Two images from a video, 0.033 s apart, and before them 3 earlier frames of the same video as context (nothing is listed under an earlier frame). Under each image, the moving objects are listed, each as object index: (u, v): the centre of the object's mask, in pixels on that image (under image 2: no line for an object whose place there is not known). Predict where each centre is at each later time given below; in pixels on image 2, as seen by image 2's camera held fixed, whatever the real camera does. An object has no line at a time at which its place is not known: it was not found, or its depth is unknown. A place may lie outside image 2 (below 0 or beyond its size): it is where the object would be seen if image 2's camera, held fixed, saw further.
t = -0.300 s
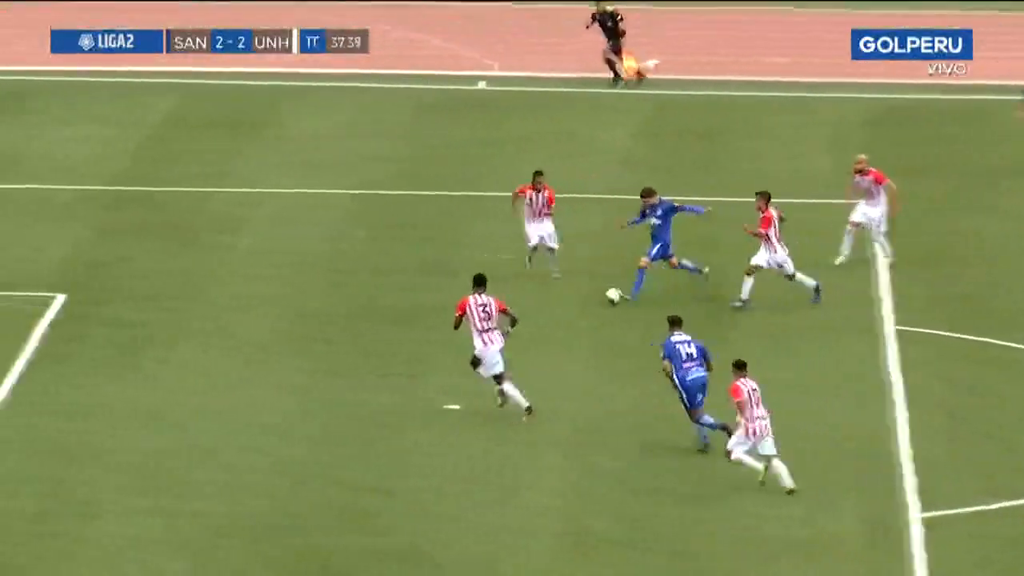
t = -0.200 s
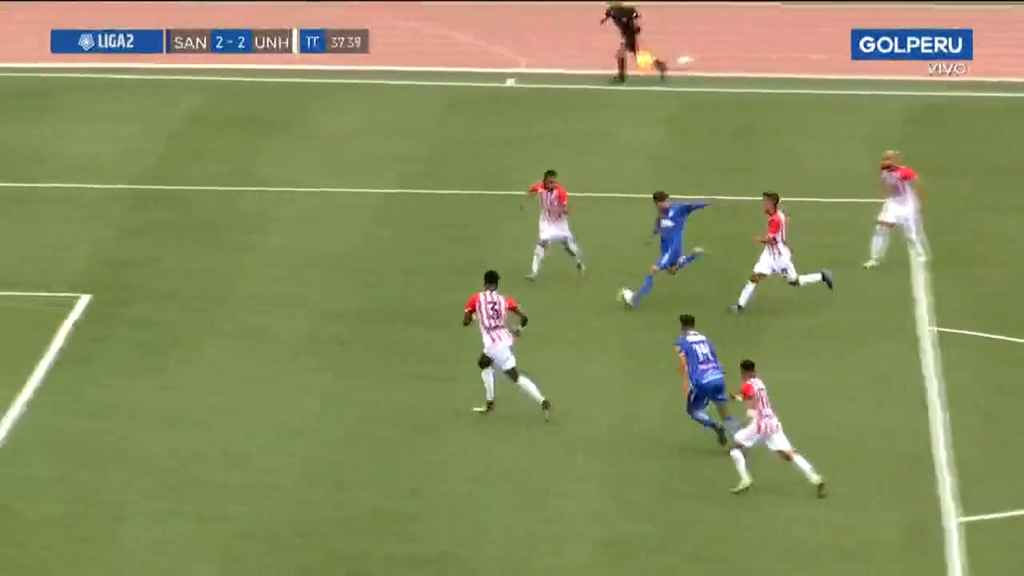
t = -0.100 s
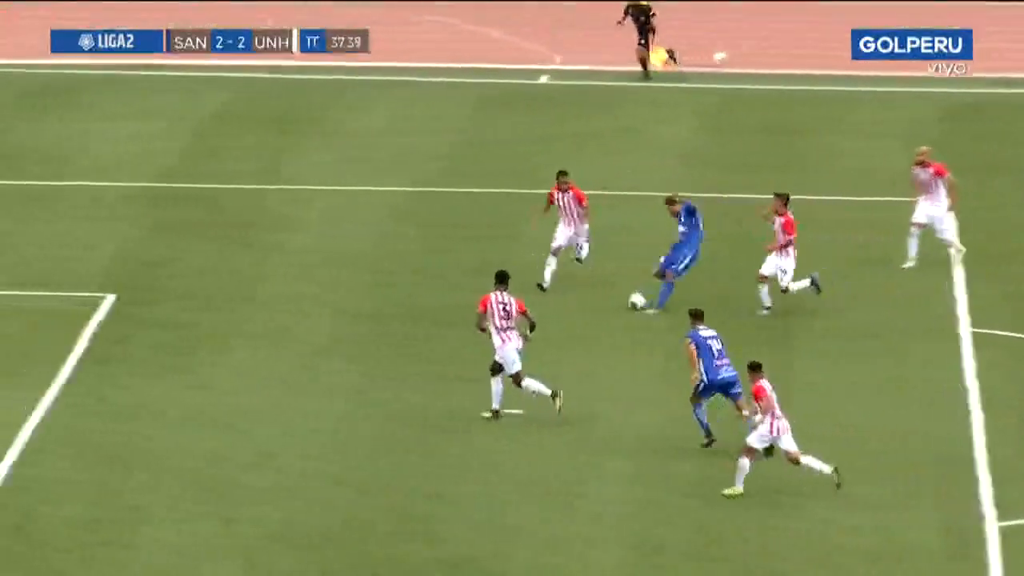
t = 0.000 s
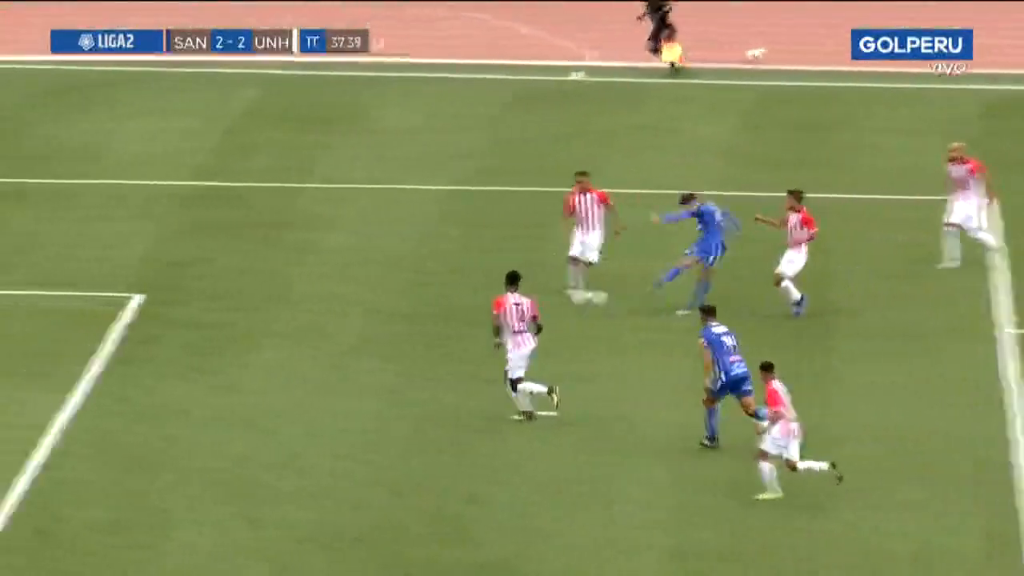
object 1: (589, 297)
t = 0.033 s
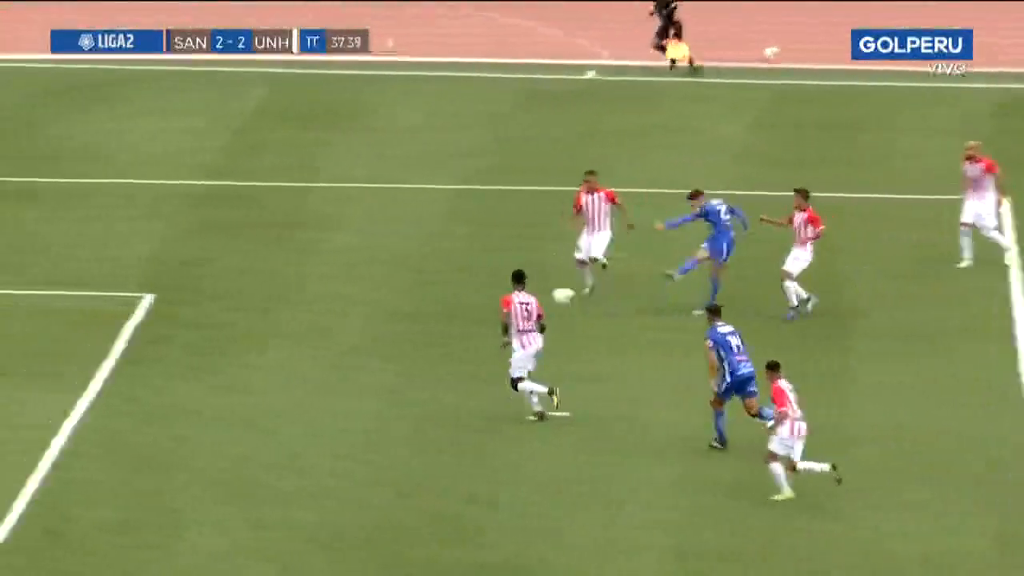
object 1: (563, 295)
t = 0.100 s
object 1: (483, 293)
